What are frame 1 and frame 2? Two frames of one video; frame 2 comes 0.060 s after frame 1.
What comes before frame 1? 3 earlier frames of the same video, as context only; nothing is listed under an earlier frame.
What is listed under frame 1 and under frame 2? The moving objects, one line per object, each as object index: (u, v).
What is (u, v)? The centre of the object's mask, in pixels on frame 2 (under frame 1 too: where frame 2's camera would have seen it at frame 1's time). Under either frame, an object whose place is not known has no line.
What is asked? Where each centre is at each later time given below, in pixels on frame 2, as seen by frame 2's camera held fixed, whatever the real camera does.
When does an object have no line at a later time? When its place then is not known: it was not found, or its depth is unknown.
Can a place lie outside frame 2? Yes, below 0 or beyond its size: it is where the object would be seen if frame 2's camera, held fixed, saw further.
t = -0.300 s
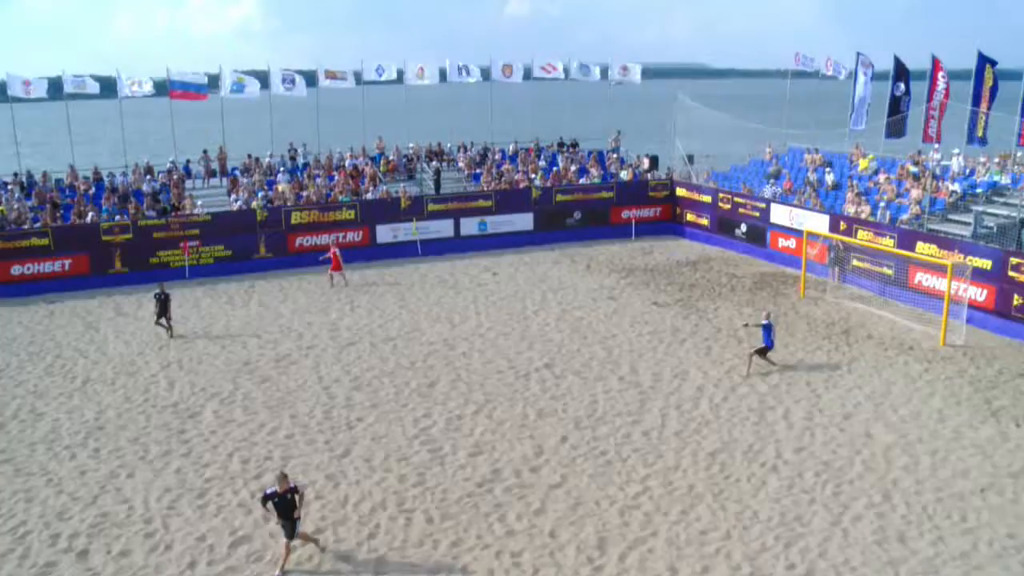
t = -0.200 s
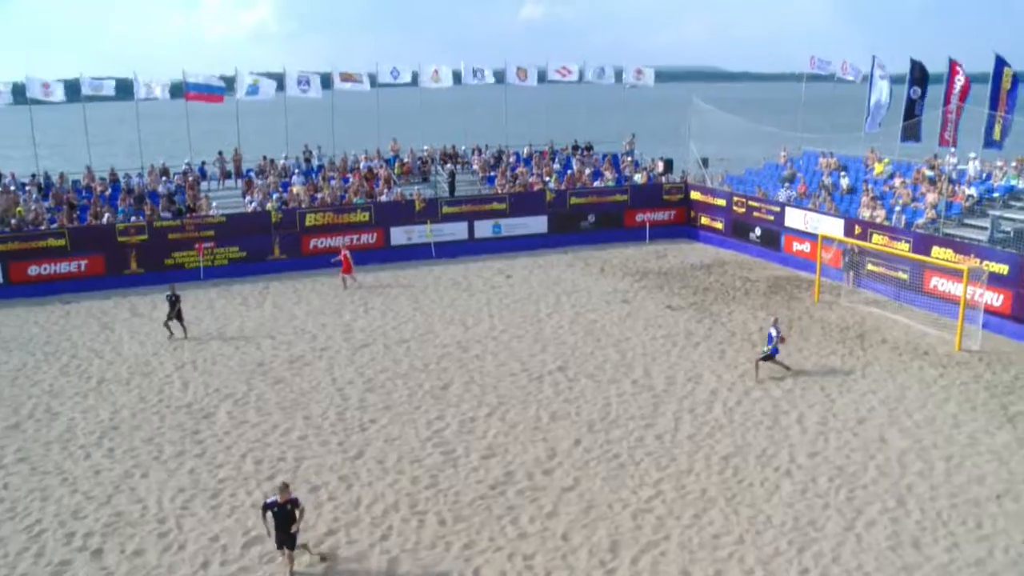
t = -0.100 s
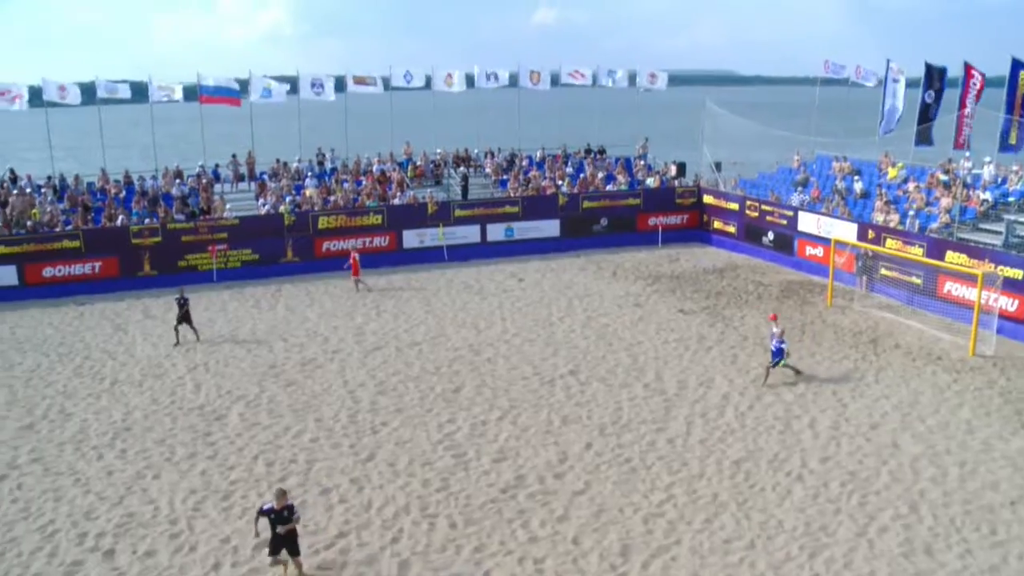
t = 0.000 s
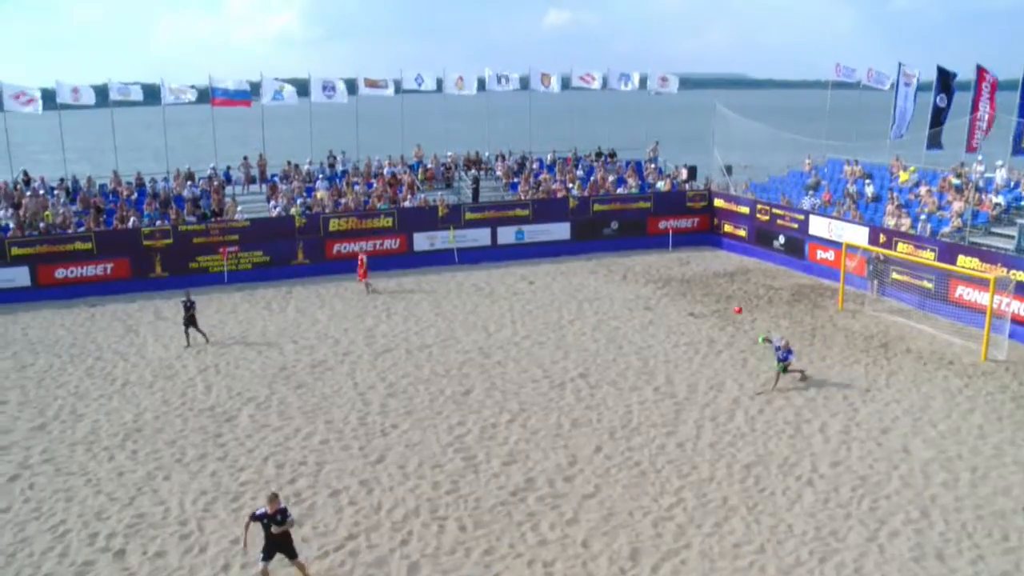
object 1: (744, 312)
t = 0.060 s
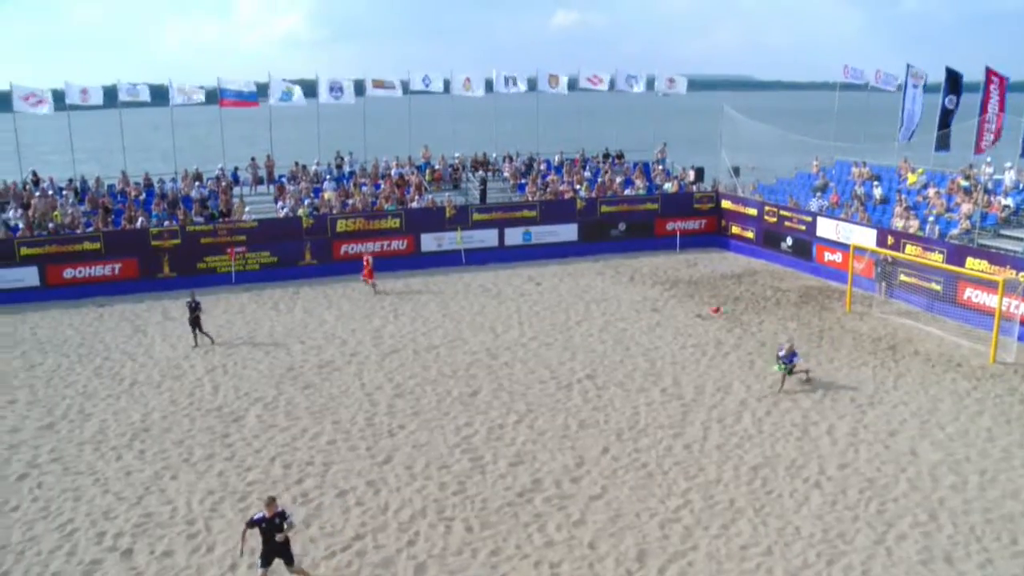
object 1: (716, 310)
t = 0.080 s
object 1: (705, 308)
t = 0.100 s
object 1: (695, 308)
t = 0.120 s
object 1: (684, 307)
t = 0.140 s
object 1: (673, 307)
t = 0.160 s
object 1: (661, 305)
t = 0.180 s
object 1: (651, 304)
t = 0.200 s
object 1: (639, 304)
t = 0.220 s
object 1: (627, 304)
